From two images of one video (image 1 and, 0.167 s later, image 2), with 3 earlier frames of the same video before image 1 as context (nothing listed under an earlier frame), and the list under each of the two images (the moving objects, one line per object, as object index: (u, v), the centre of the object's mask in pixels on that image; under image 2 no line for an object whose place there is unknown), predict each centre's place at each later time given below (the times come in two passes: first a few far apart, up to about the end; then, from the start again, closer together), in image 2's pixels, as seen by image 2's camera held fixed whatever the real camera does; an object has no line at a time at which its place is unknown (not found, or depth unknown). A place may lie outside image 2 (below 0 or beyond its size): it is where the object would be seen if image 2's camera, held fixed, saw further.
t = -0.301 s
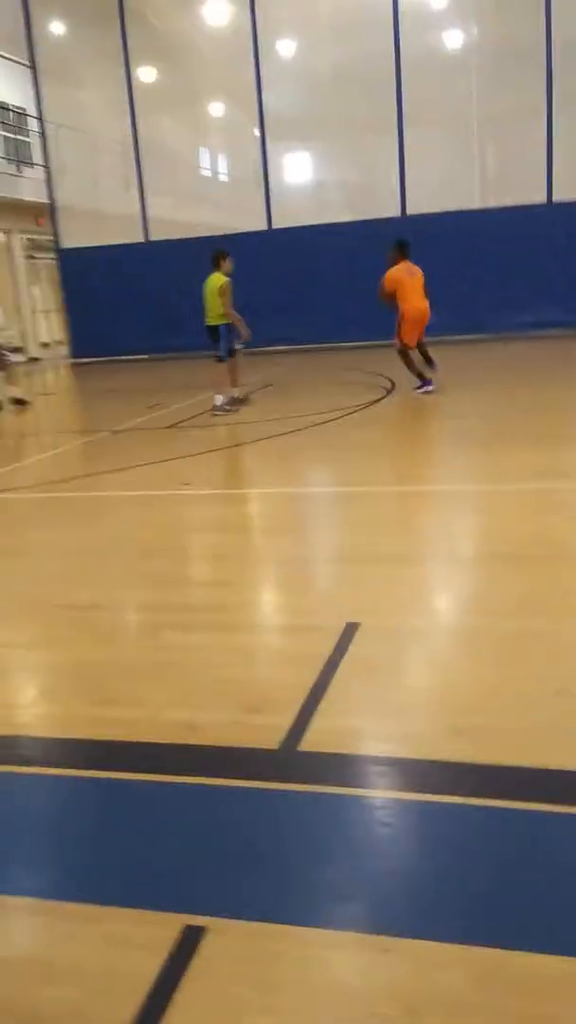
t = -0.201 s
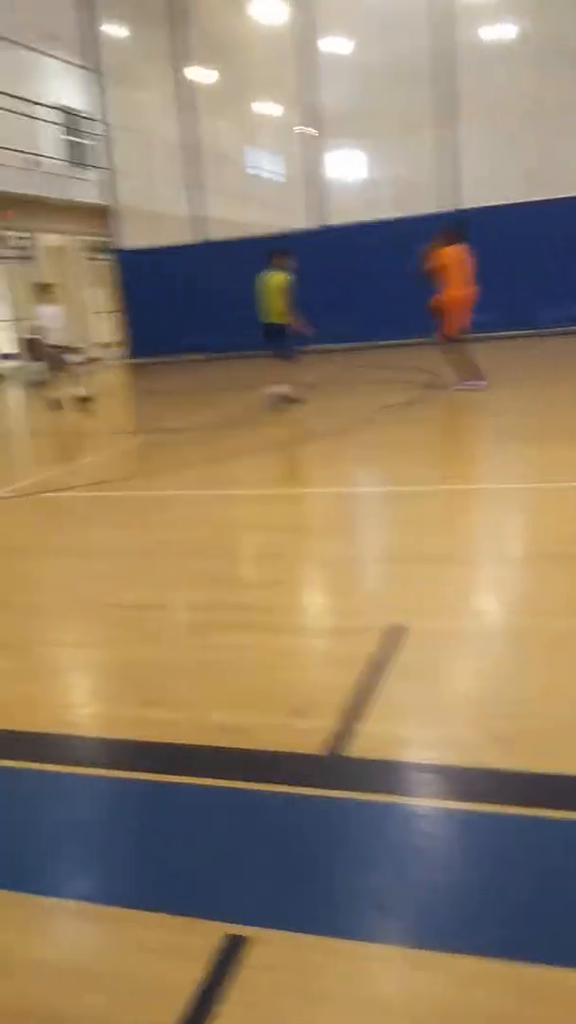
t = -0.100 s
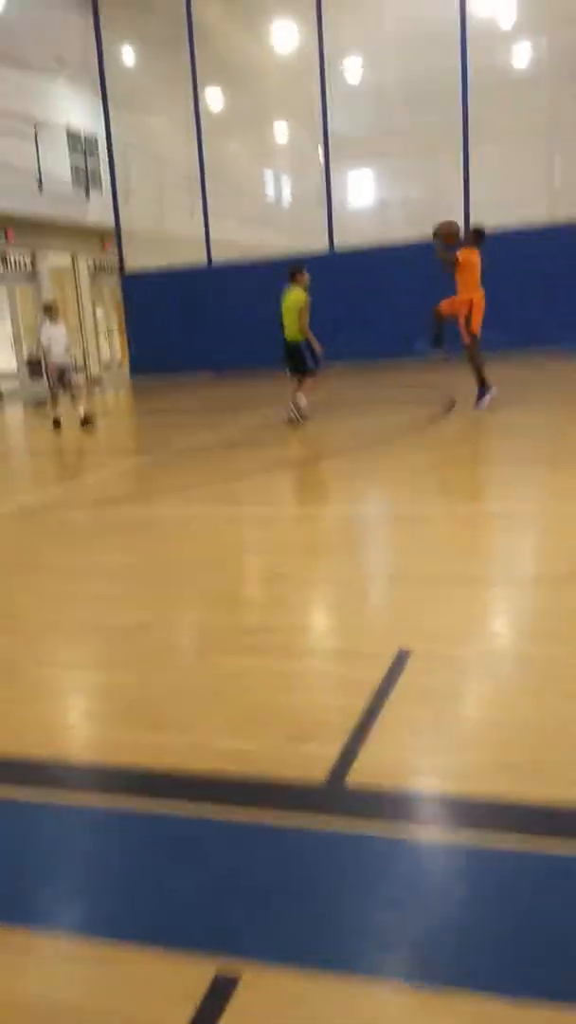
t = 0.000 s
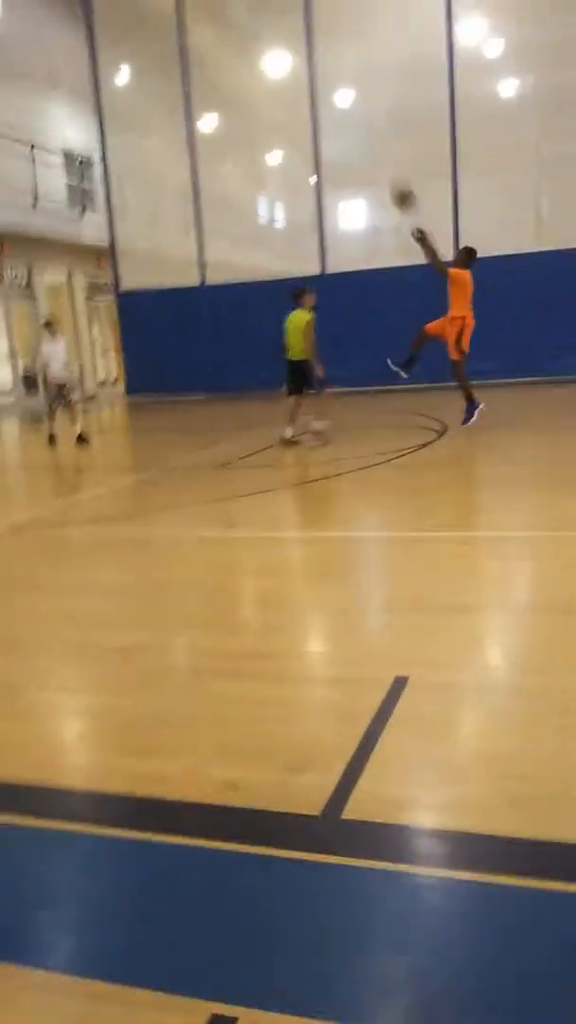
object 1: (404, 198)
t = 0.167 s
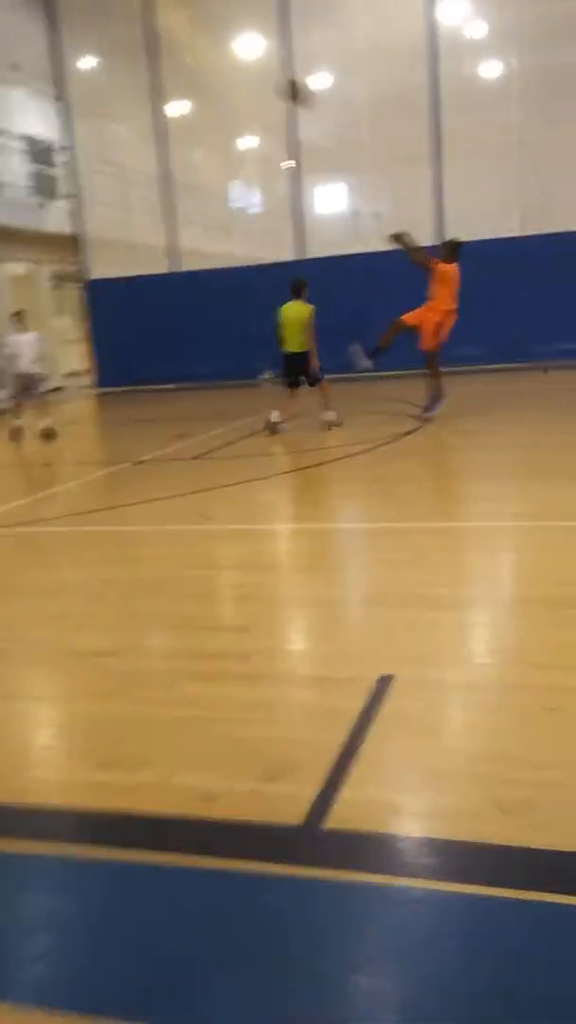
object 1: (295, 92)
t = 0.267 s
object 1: (241, 58)
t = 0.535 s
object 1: (122, 13)
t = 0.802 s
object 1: (18, 40)
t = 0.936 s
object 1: (-27, 81)
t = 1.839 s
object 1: (27, 222)
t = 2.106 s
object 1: (105, 385)
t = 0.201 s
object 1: (275, 79)
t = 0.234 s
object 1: (258, 68)
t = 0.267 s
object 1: (241, 58)
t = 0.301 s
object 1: (227, 47)
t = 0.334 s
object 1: (214, 39)
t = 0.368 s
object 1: (199, 33)
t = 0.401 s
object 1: (182, 29)
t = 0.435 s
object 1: (162, 21)
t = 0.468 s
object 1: (147, 16)
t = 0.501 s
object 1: (135, 14)
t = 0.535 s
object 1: (122, 13)
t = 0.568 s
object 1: (107, 13)
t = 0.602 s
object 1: (93, 13)
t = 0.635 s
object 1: (76, 15)
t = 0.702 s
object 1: (51, 21)
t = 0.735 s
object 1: (43, 29)
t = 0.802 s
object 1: (18, 40)
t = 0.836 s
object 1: (7, 48)
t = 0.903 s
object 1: (-18, 68)
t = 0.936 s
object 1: (-27, 81)
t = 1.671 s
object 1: (-15, 166)
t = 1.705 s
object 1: (-9, 175)
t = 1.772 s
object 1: (8, 195)
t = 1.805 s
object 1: (17, 208)
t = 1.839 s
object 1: (27, 222)
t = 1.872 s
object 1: (35, 238)
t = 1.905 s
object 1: (44, 256)
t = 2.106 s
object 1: (105, 385)
